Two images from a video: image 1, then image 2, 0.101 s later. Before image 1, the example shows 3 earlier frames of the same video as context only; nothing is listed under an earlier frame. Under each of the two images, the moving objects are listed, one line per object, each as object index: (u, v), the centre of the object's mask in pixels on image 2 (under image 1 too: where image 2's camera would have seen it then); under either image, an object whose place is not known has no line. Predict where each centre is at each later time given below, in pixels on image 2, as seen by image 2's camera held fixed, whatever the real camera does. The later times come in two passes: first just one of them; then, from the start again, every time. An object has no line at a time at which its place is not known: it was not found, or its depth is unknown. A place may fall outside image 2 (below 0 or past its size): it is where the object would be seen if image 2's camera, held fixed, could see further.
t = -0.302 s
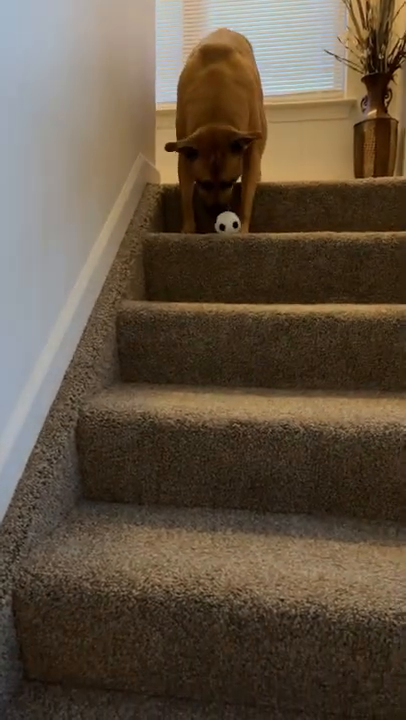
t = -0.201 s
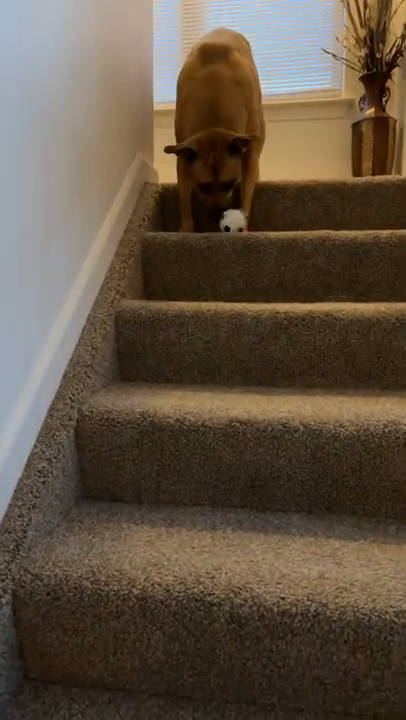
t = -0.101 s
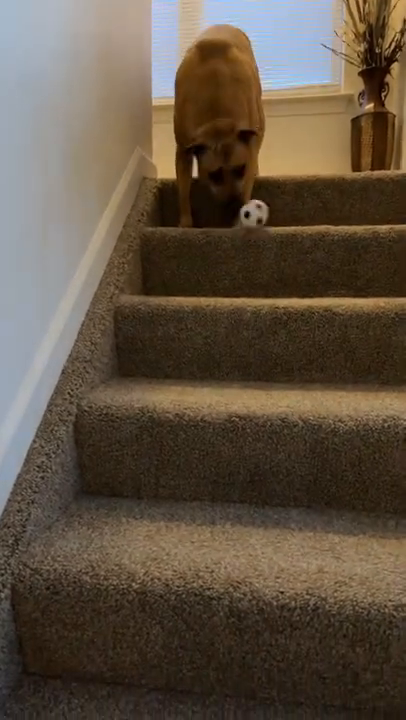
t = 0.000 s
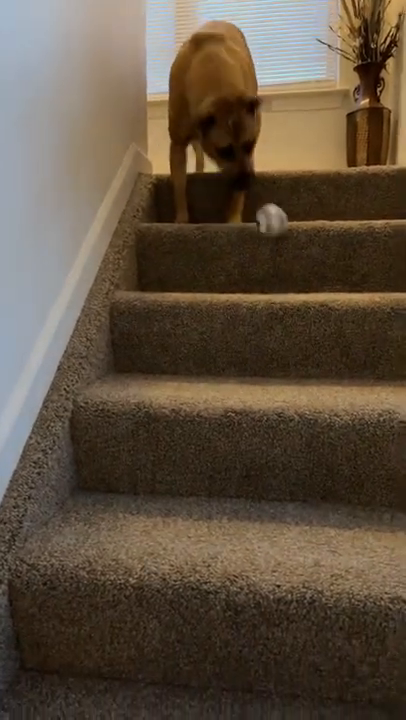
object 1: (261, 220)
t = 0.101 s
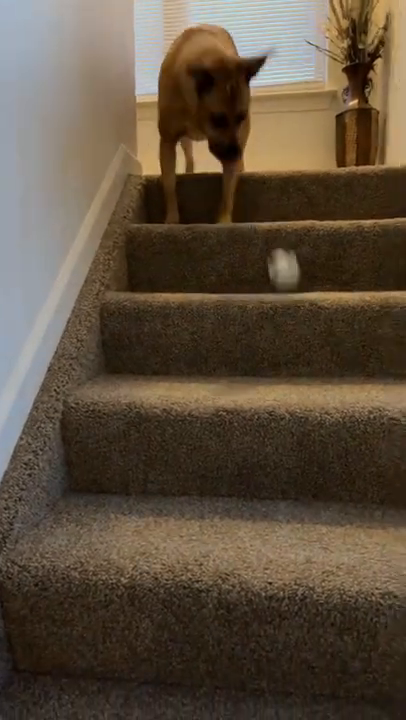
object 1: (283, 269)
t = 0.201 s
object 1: (310, 255)
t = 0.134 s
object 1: (292, 275)
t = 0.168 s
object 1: (301, 263)
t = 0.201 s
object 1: (310, 255)
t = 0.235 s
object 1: (318, 250)
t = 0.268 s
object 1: (328, 251)
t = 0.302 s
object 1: (338, 257)
